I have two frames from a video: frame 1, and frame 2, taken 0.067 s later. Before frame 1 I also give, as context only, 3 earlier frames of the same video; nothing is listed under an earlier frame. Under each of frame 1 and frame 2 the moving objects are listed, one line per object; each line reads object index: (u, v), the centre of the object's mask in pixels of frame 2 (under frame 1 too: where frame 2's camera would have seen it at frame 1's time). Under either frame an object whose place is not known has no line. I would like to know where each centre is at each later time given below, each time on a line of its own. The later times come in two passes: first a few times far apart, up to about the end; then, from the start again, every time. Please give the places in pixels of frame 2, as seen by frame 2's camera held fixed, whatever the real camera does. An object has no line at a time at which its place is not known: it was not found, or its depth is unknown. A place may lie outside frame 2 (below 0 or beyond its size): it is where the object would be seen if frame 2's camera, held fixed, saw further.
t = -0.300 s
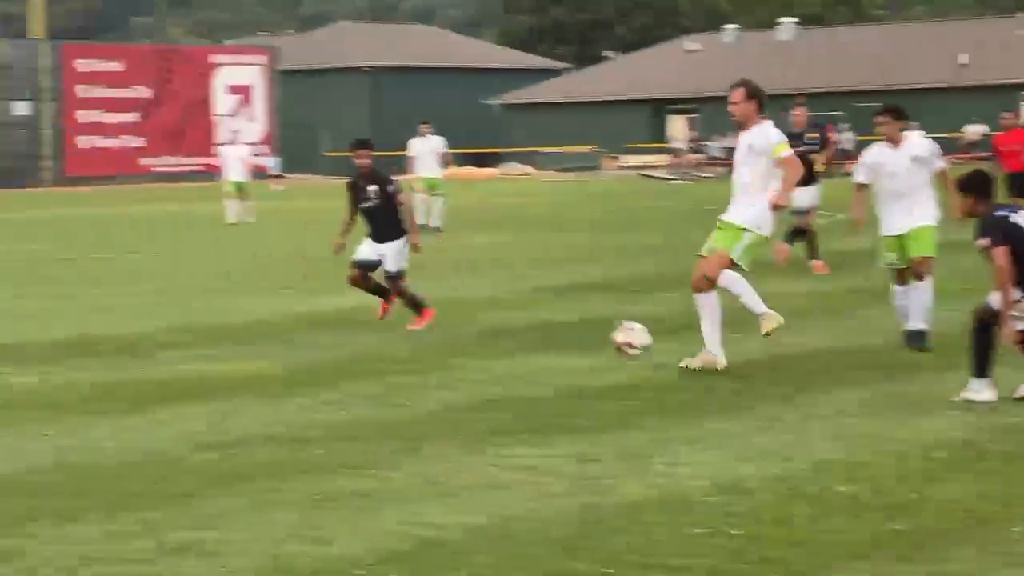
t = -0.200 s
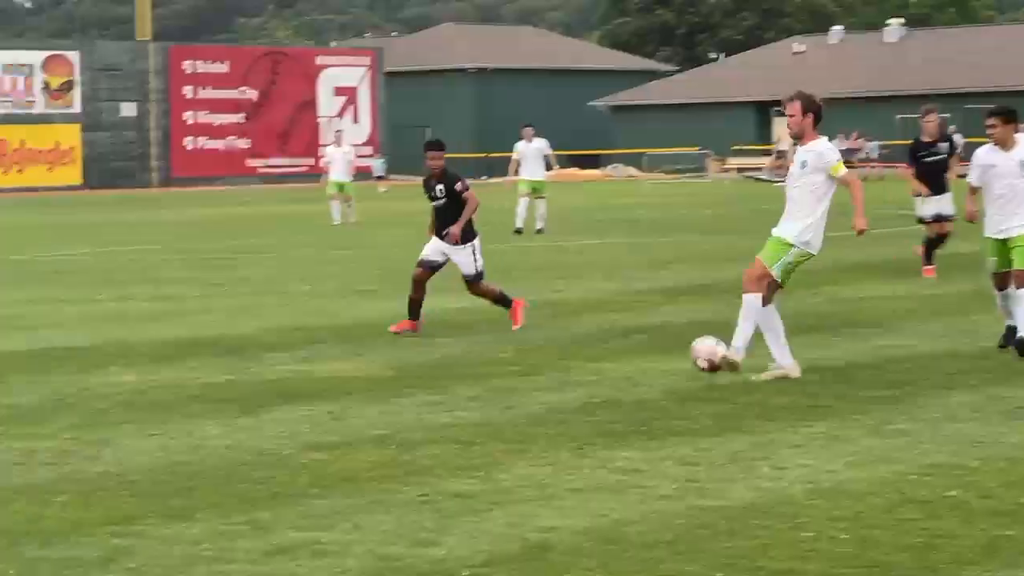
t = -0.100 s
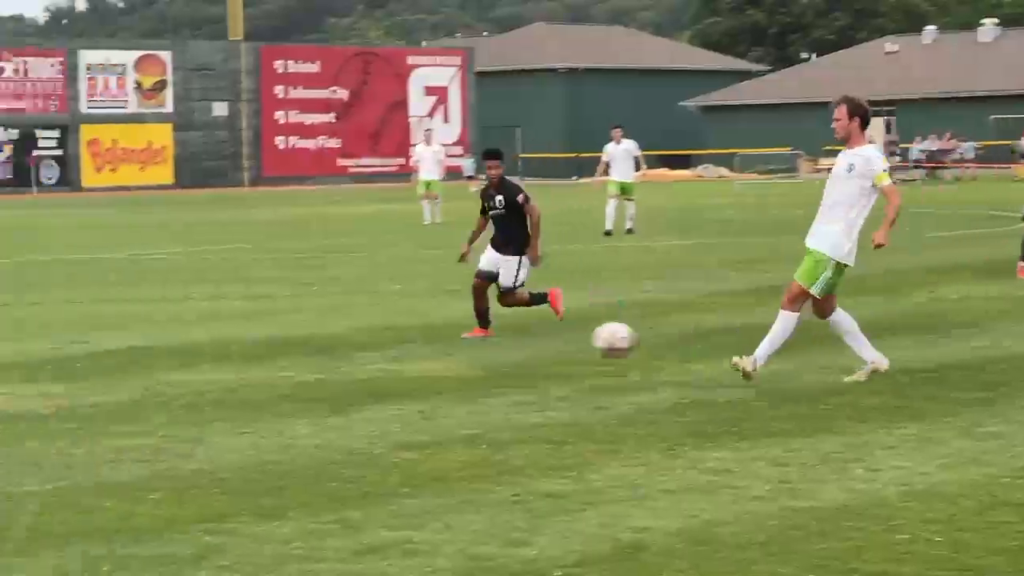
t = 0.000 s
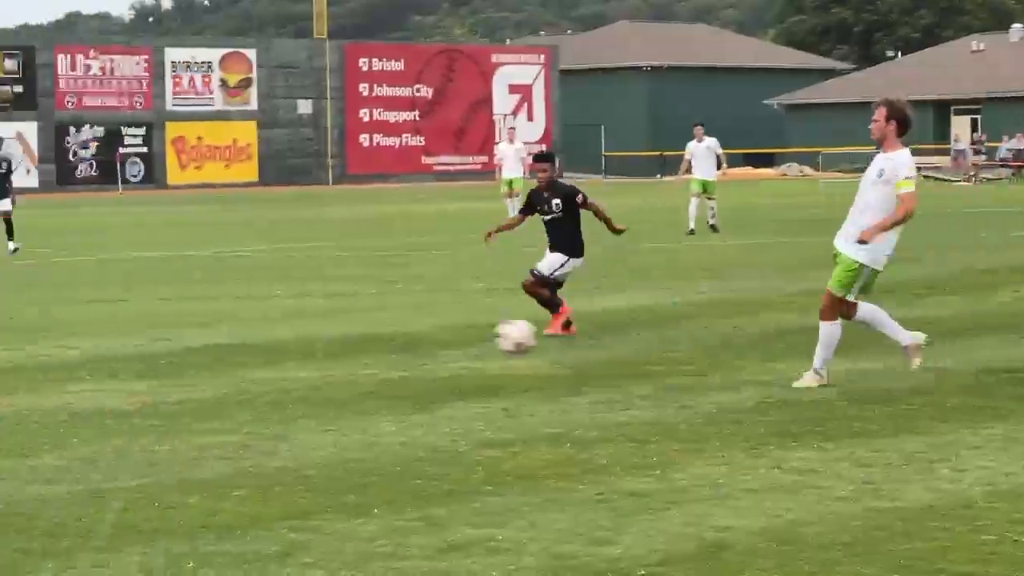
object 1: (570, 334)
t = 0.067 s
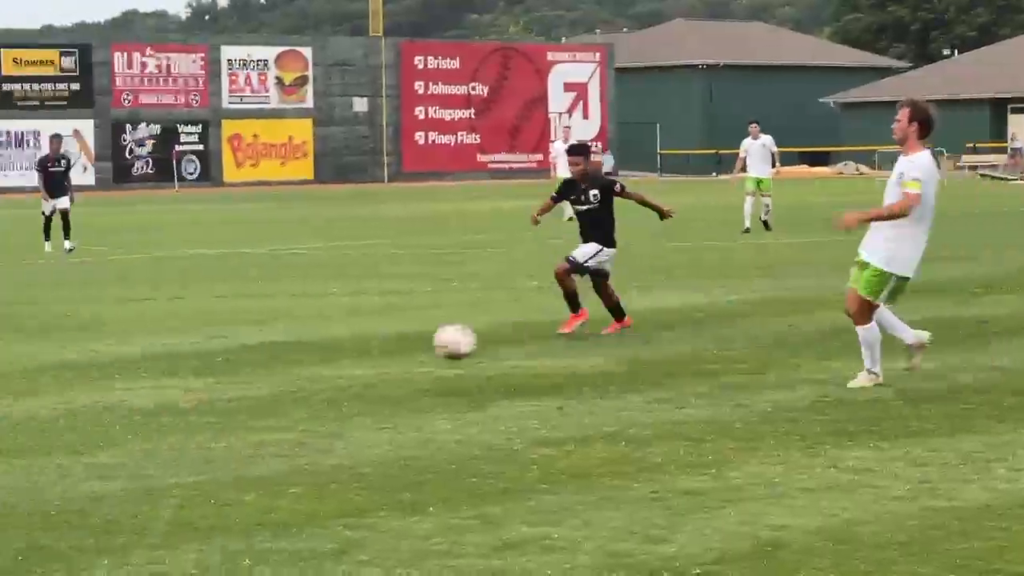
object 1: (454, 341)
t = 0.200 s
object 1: (226, 374)
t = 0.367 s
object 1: (10, 349)
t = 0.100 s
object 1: (397, 347)
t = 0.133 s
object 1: (340, 355)
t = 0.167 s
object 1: (283, 362)
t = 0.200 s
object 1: (226, 374)
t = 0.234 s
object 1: (181, 368)
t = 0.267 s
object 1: (138, 360)
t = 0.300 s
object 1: (96, 355)
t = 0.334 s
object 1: (53, 351)
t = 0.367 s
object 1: (10, 349)
